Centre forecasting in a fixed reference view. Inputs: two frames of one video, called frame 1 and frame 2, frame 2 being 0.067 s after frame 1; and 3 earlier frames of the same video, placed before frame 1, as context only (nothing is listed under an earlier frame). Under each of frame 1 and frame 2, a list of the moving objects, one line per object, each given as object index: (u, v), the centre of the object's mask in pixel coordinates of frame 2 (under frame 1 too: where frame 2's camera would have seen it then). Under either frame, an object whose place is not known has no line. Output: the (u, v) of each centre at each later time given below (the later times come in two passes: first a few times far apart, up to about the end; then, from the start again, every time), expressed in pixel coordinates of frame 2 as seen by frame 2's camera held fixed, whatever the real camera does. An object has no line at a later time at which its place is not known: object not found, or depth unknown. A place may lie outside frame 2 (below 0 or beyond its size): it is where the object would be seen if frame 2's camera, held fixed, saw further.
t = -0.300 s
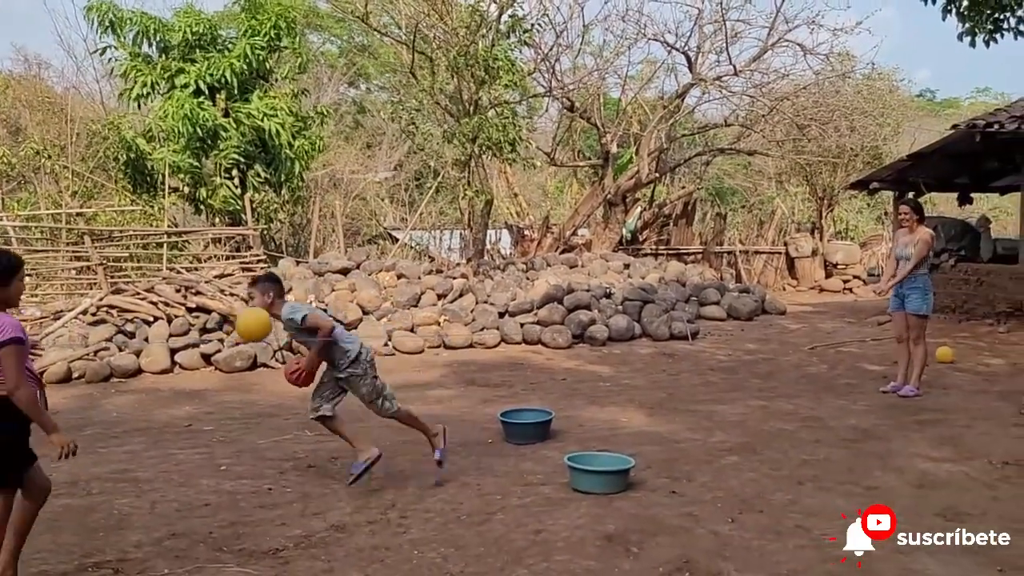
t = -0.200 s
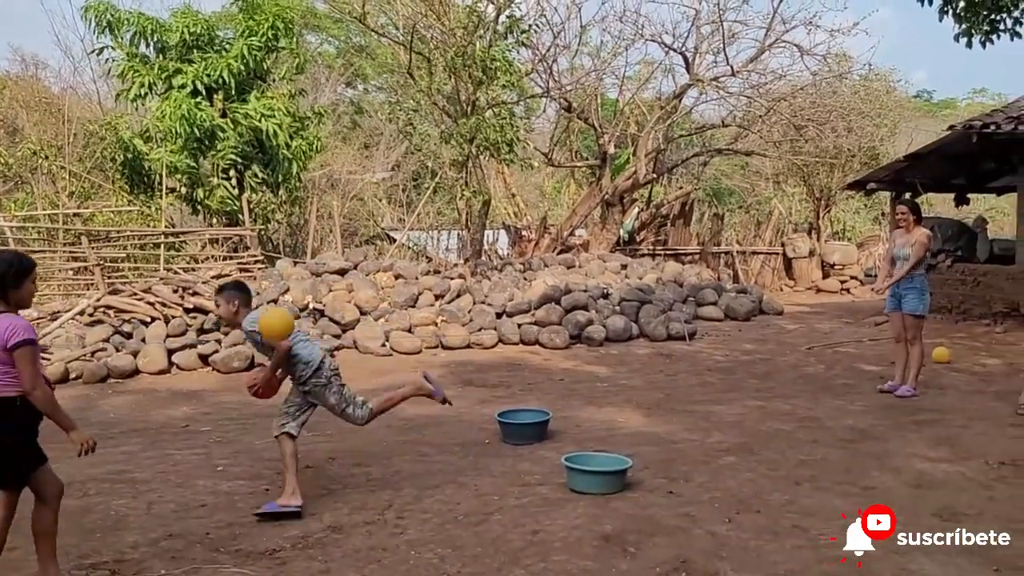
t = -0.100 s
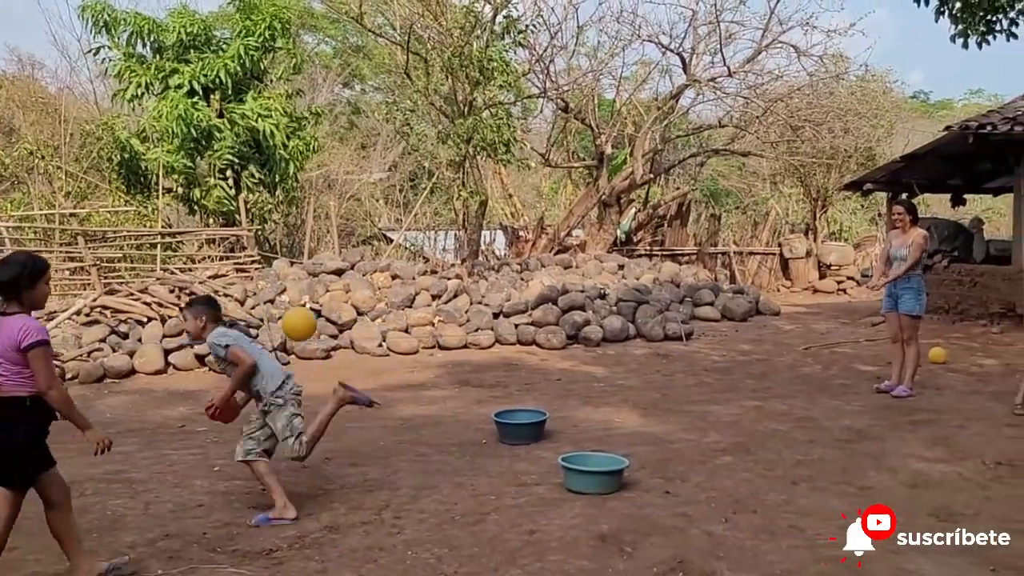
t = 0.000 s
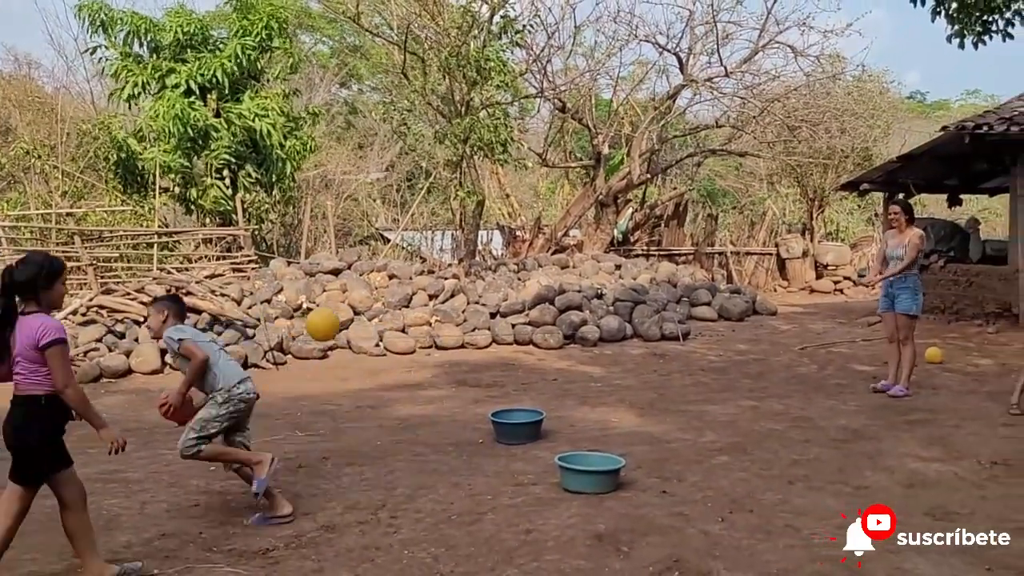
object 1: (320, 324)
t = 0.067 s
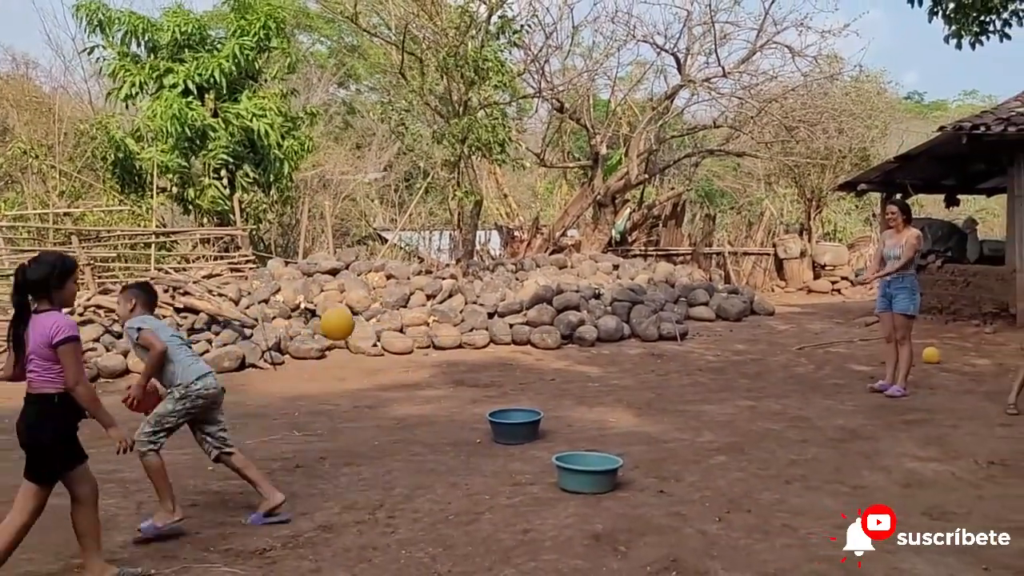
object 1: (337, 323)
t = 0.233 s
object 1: (377, 321)
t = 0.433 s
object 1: (428, 319)
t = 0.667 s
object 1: (475, 310)
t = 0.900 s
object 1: (517, 378)
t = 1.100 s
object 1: (526, 478)
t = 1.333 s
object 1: (469, 484)
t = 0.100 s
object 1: (345, 322)
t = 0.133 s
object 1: (353, 321)
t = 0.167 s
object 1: (361, 321)
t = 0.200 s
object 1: (369, 320)
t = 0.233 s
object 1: (377, 321)
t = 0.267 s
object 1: (386, 321)
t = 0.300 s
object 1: (394, 322)
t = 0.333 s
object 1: (403, 322)
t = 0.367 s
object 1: (412, 322)
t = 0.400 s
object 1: (419, 321)
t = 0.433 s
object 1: (428, 319)
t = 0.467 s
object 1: (436, 317)
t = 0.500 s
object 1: (442, 314)
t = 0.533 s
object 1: (449, 311)
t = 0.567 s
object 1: (456, 309)
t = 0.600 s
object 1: (462, 308)
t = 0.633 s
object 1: (469, 308)
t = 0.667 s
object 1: (475, 310)
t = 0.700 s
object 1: (482, 314)
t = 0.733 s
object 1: (488, 321)
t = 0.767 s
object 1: (493, 328)
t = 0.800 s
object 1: (500, 338)
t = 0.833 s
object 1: (506, 350)
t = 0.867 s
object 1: (511, 363)
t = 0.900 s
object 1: (517, 378)
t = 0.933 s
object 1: (523, 395)
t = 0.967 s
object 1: (529, 413)
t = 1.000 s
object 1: (534, 432)
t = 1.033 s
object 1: (539, 453)
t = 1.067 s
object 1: (535, 468)
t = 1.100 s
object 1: (526, 478)
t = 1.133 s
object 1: (518, 475)
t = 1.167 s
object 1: (509, 472)
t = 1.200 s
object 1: (500, 471)
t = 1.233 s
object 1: (492, 472)
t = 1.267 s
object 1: (484, 475)
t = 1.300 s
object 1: (476, 480)
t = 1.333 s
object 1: (469, 484)
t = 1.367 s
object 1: (461, 480)
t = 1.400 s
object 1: (453, 479)
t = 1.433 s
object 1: (446, 478)
